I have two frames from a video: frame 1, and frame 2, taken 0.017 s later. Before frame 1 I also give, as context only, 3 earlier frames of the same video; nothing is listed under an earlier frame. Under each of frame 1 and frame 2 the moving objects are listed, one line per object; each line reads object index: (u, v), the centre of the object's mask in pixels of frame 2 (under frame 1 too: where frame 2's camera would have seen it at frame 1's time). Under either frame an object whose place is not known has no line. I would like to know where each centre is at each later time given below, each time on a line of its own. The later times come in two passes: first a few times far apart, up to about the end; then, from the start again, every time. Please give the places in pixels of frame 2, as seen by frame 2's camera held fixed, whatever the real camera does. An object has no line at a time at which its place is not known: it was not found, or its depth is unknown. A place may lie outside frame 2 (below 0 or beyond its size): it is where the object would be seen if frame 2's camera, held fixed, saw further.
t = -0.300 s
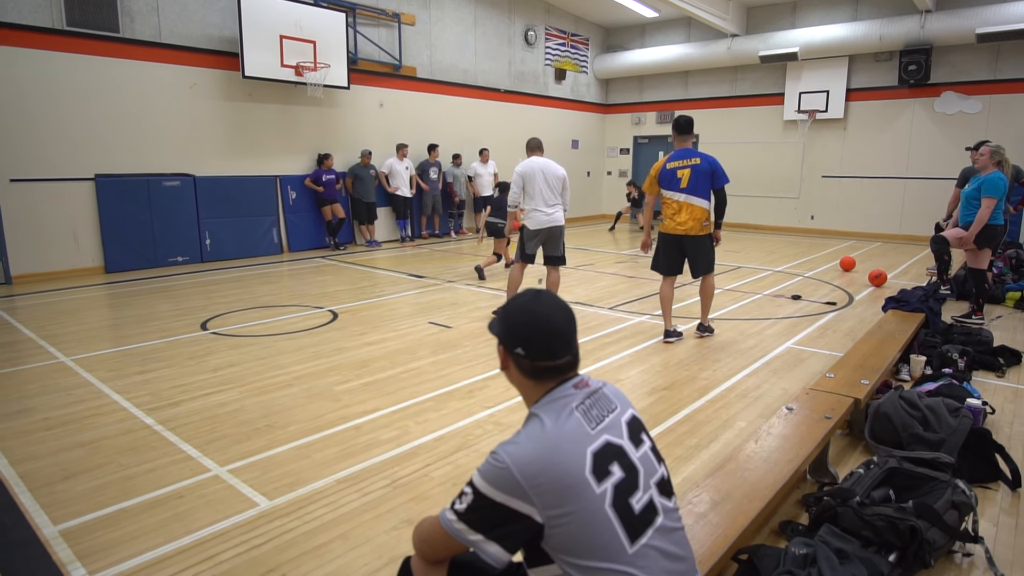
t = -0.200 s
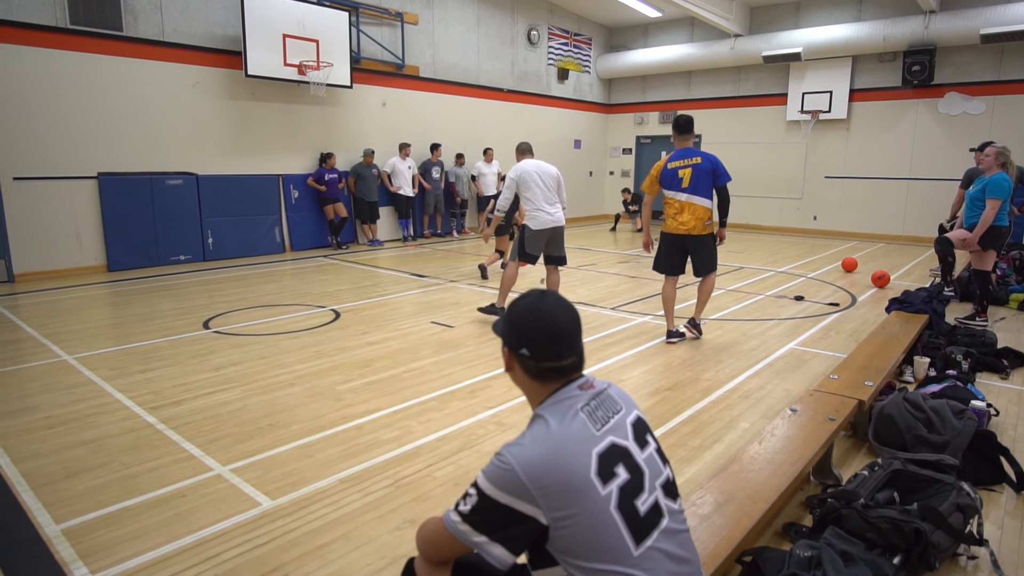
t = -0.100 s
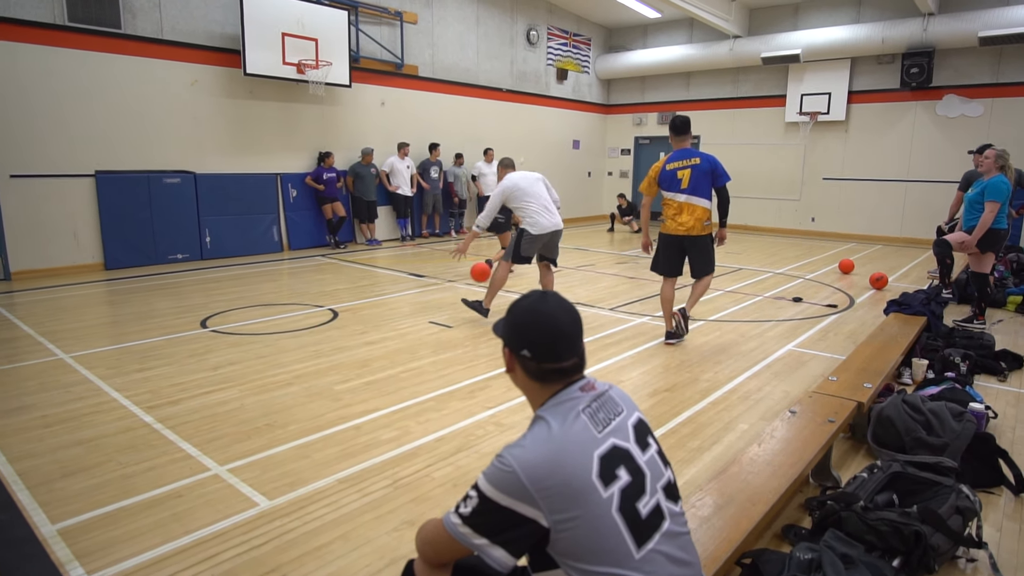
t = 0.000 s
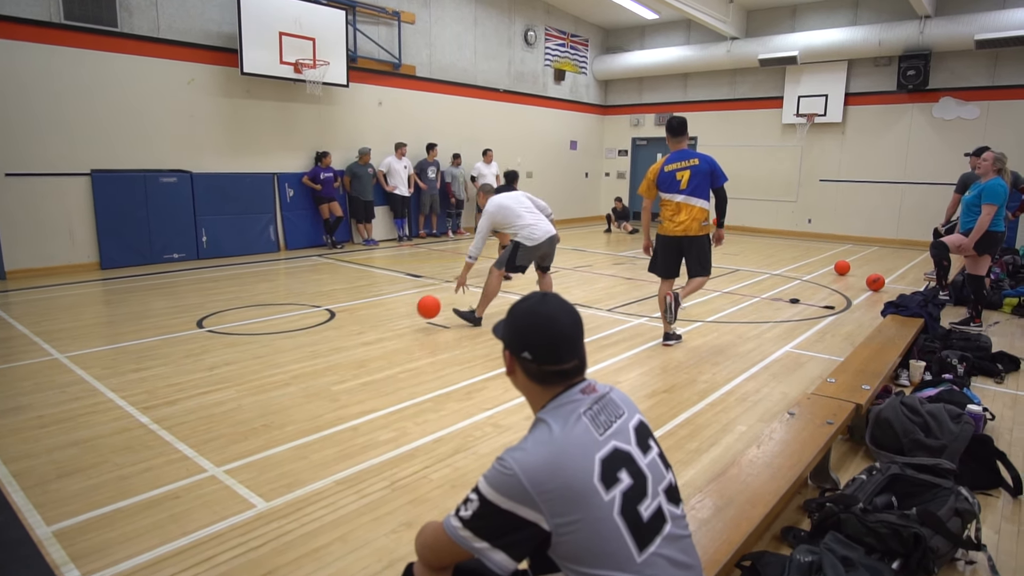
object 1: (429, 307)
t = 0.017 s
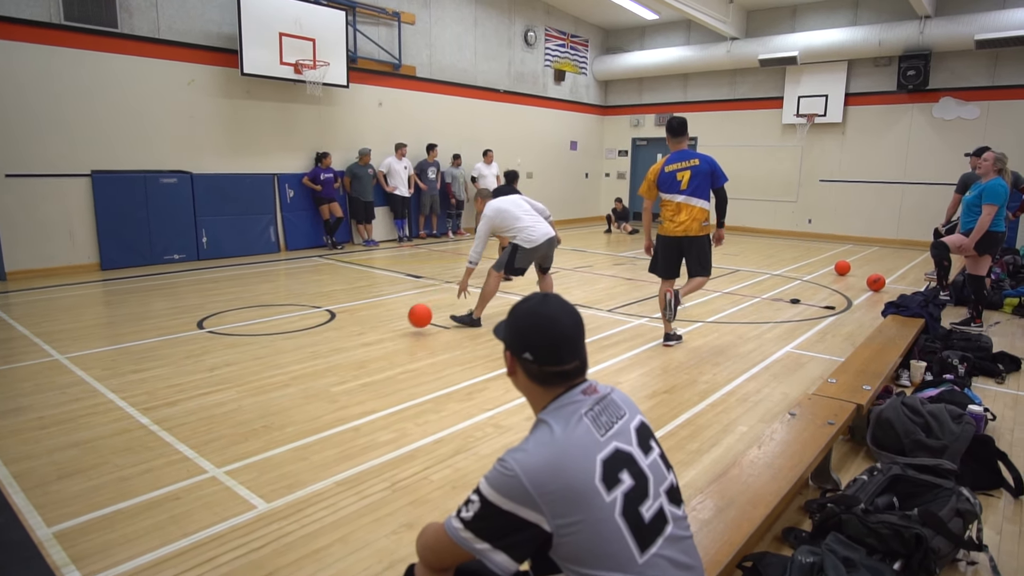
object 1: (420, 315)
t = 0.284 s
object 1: (219, 365)
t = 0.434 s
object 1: (25, 478)
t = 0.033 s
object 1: (410, 325)
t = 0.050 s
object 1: (401, 330)
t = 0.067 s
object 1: (392, 329)
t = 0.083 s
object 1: (382, 329)
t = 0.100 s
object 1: (372, 329)
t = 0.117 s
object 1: (361, 329)
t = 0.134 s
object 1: (349, 330)
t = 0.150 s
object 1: (338, 331)
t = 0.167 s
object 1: (325, 333)
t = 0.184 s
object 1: (312, 336)
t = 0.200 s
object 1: (298, 339)
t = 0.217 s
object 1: (284, 342)
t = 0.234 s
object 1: (269, 347)
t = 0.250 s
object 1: (253, 352)
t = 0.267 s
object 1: (237, 357)
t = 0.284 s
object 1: (219, 365)
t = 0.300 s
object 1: (201, 372)
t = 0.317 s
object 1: (181, 381)
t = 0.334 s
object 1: (161, 391)
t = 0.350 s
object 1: (139, 402)
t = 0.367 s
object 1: (116, 414)
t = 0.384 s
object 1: (92, 428)
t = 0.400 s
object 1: (66, 444)
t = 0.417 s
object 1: (40, 461)
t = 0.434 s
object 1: (25, 478)
